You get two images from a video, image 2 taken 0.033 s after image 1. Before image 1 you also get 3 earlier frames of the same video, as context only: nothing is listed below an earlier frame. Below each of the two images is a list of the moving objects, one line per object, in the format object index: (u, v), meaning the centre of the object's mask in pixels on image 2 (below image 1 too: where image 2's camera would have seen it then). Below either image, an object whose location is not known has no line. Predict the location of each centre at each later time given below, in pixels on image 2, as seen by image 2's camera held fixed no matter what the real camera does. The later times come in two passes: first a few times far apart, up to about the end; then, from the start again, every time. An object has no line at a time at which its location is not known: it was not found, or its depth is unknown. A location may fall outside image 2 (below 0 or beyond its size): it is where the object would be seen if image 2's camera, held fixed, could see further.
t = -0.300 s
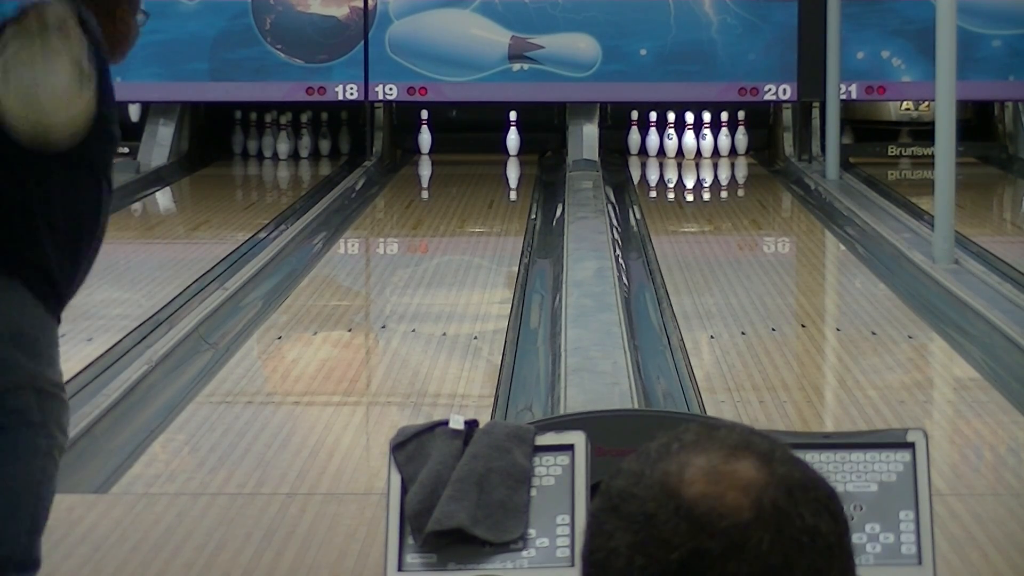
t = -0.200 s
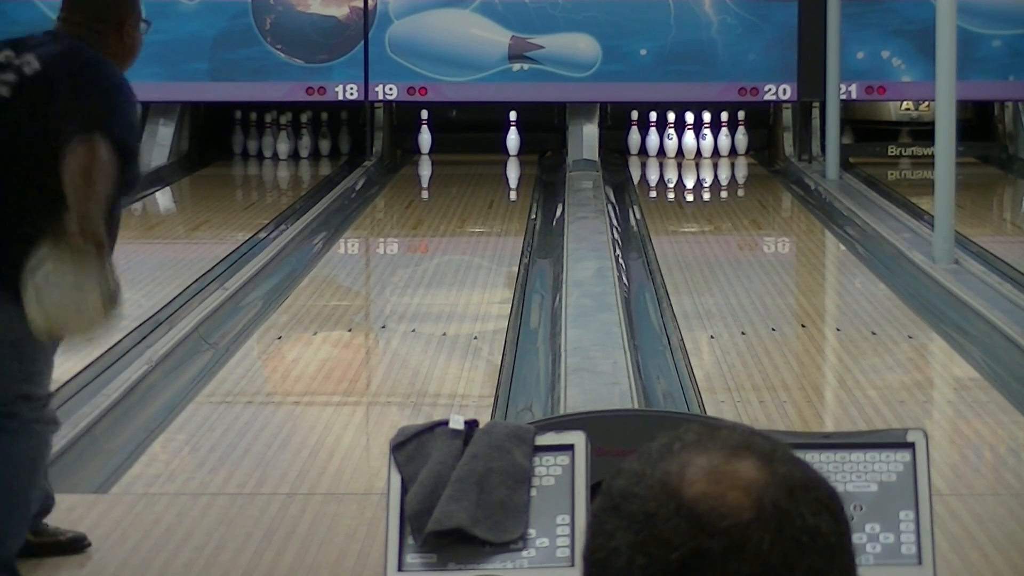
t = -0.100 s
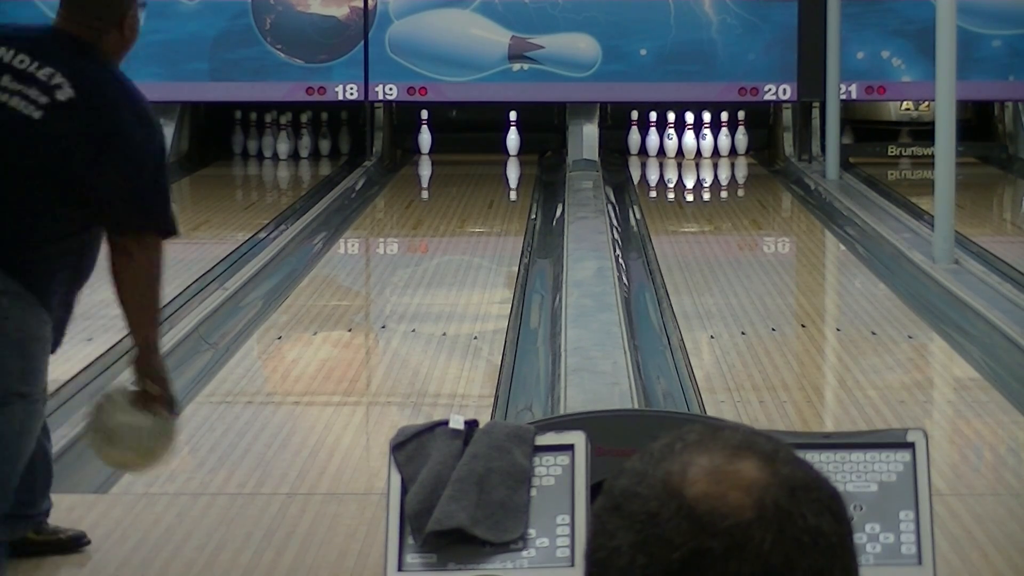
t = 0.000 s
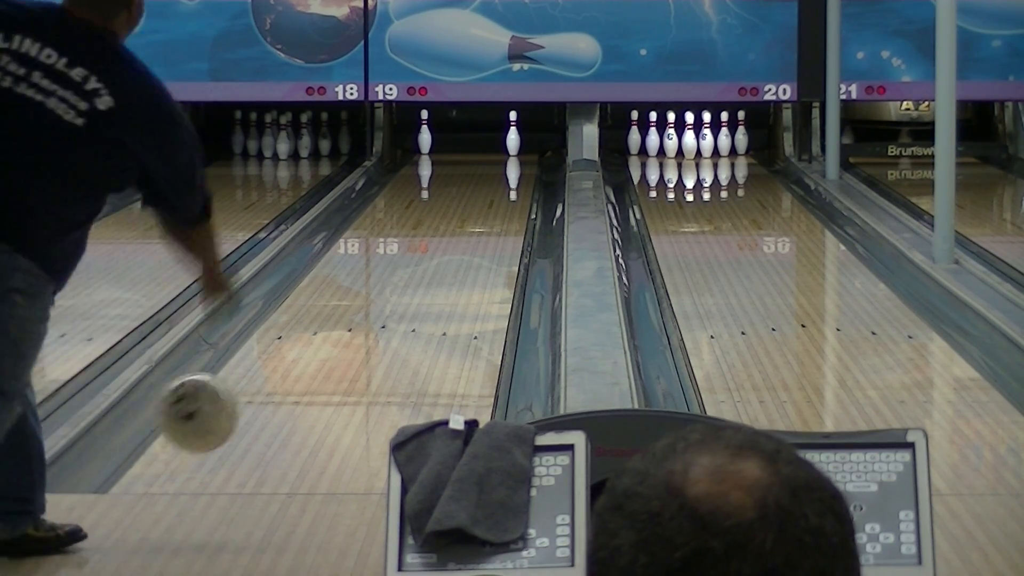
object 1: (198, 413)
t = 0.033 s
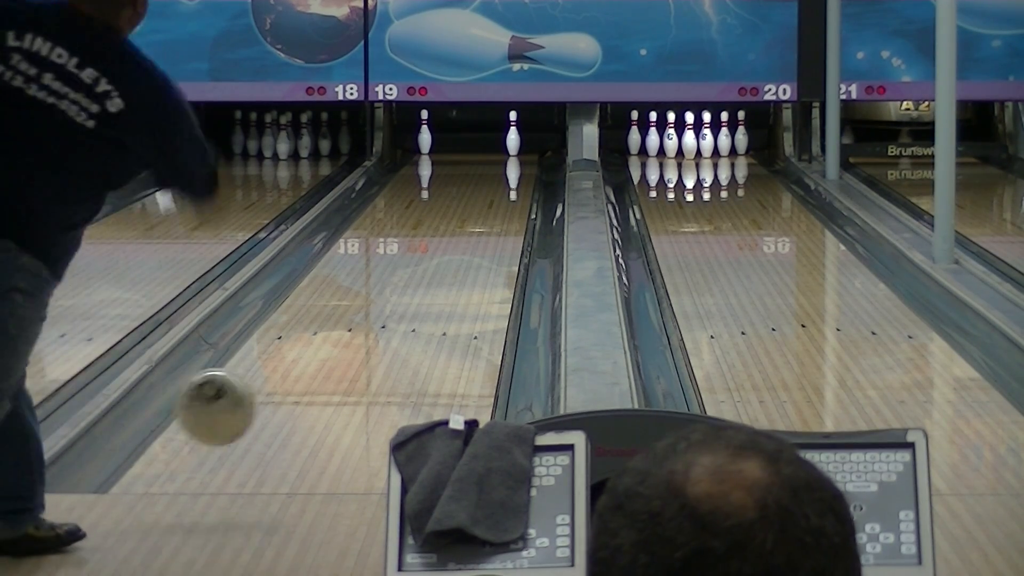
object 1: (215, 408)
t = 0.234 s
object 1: (306, 394)
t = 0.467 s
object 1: (378, 336)
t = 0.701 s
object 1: (429, 291)
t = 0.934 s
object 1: (467, 254)
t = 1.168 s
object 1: (497, 225)
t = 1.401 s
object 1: (520, 202)
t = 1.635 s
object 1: (540, 185)
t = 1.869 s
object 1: (545, 173)
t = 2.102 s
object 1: (549, 163)
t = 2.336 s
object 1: (552, 154)
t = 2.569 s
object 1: (554, 155)
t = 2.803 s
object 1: (545, 154)
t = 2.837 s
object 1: (544, 154)
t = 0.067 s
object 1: (233, 405)
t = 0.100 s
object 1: (249, 407)
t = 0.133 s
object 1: (264, 413)
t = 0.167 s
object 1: (279, 421)
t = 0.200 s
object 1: (294, 406)
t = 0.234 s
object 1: (306, 394)
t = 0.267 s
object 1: (318, 383)
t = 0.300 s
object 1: (329, 378)
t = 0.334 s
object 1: (340, 370)
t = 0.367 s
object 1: (350, 361)
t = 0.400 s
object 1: (359, 352)
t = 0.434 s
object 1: (369, 344)
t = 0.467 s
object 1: (378, 336)
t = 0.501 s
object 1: (384, 329)
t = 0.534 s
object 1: (394, 321)
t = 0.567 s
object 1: (402, 315)
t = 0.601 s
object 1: (409, 308)
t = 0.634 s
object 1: (416, 302)
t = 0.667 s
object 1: (423, 296)
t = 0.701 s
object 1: (429, 291)
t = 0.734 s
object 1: (435, 285)
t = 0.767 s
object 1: (441, 279)
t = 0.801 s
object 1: (448, 274)
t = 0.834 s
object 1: (453, 268)
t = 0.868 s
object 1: (457, 264)
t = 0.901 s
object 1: (463, 259)
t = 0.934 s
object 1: (467, 254)
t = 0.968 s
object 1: (473, 249)
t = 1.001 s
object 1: (478, 244)
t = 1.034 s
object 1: (482, 240)
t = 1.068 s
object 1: (486, 236)
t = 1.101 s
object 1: (489, 233)
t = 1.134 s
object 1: (493, 229)
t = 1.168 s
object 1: (497, 225)
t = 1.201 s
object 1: (501, 221)
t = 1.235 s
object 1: (504, 218)
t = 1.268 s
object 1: (508, 214)
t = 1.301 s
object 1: (512, 211)
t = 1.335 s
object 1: (514, 208)
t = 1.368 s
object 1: (518, 205)
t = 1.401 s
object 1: (520, 202)
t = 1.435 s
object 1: (524, 199)
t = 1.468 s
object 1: (526, 196)
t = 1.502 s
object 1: (528, 193)
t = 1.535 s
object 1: (531, 191)
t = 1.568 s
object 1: (534, 188)
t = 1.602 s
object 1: (537, 186)
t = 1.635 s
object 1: (540, 185)
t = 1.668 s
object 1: (543, 186)
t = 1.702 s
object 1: (547, 186)
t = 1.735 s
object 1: (550, 185)
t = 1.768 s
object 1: (548, 181)
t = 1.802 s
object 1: (547, 178)
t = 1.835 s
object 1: (546, 176)
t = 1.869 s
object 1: (545, 173)
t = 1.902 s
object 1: (546, 172)
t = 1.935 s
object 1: (547, 170)
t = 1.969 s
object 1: (548, 169)
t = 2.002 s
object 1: (551, 168)
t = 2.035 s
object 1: (552, 167)
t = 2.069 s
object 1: (551, 165)
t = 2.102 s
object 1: (549, 163)
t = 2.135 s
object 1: (549, 161)
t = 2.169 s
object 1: (549, 159)
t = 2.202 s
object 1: (550, 158)
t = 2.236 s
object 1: (551, 156)
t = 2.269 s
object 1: (552, 156)
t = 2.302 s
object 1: (553, 154)
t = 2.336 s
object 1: (552, 154)
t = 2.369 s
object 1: (552, 153)
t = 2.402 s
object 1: (552, 153)
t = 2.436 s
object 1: (552, 153)
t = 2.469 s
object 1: (552, 149)
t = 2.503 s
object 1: (553, 153)
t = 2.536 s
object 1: (554, 153)
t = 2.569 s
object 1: (554, 155)
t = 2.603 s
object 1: (552, 151)
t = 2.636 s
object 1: (551, 150)
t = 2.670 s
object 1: (549, 154)
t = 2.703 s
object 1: (549, 156)
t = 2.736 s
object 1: (548, 156)
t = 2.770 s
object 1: (546, 155)
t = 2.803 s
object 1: (545, 154)
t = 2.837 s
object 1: (544, 154)
